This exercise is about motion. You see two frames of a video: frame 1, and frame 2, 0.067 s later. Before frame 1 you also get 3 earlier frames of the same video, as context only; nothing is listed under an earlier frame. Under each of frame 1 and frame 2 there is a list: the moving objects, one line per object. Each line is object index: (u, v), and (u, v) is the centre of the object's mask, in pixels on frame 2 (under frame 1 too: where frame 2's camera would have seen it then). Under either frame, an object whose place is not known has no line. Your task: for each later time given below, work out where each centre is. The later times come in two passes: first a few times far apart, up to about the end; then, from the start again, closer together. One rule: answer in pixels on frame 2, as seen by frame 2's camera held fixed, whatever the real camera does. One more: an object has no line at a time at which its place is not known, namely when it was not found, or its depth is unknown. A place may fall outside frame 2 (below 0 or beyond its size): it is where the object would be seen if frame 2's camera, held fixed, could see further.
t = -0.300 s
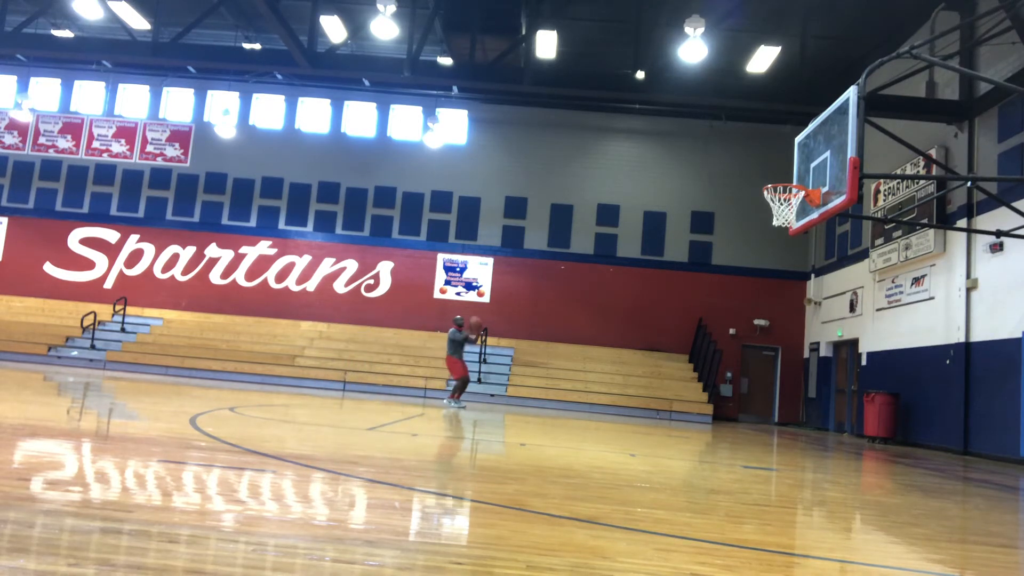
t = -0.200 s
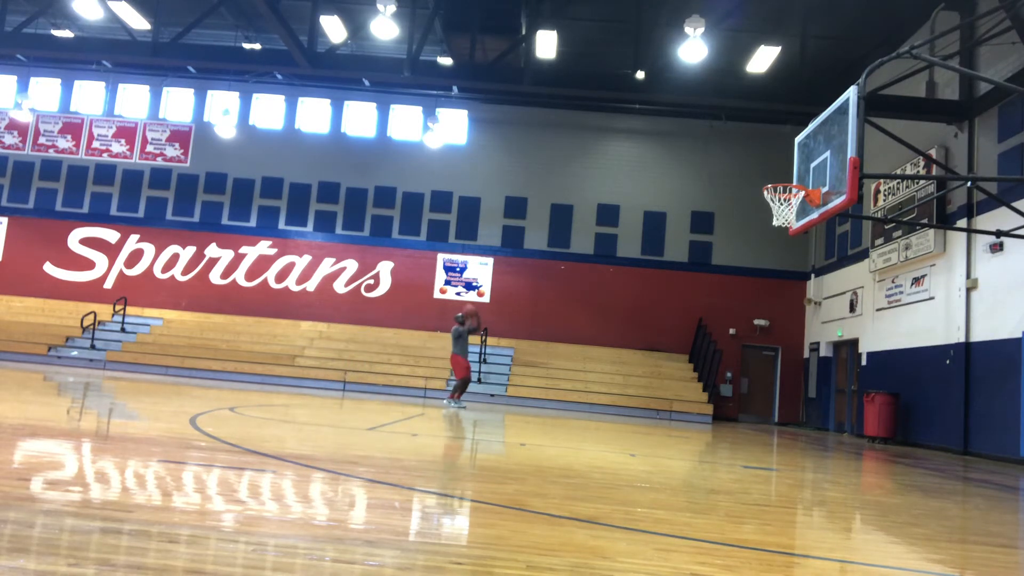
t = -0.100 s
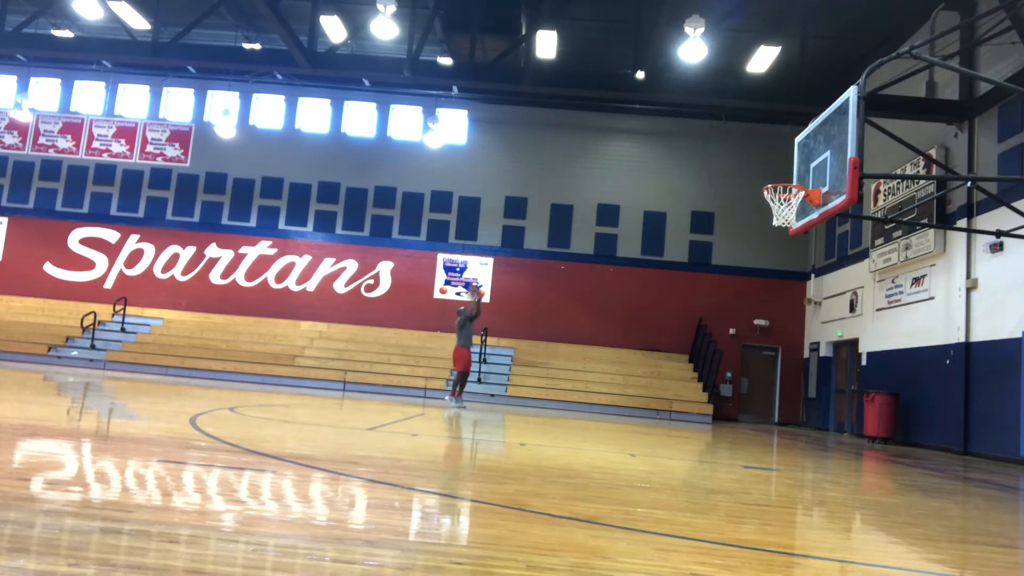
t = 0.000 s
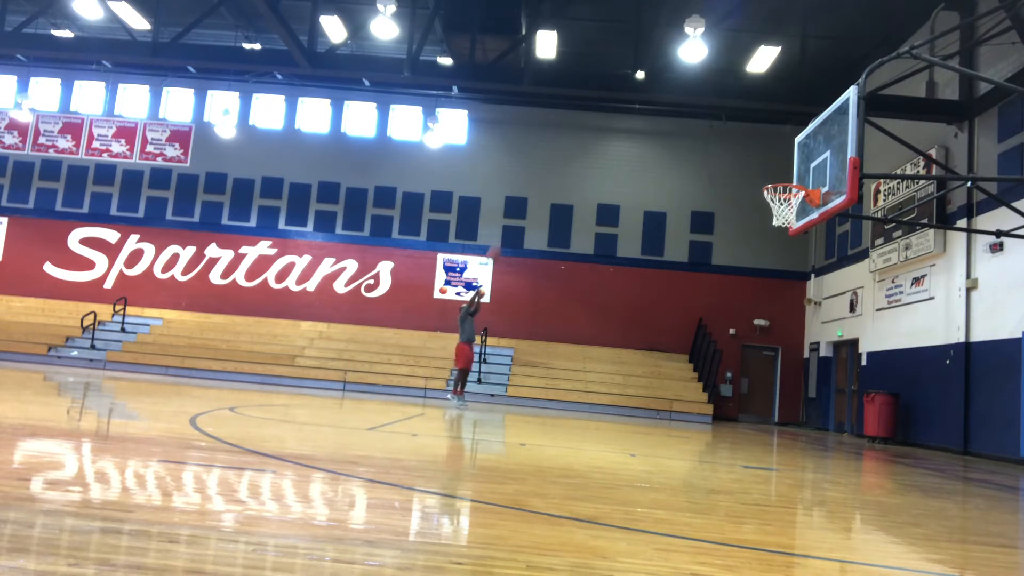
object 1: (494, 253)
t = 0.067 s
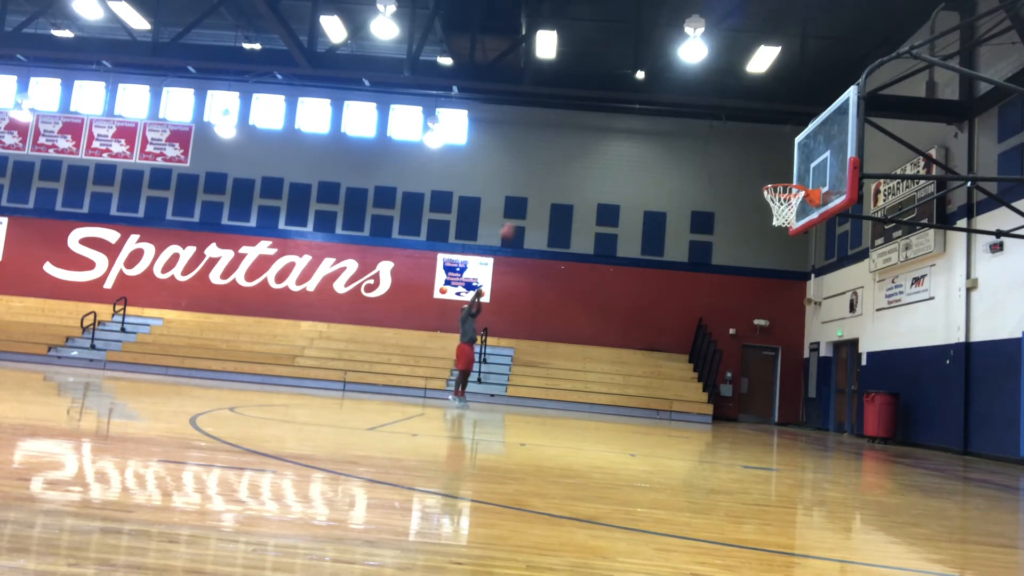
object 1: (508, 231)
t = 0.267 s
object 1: (550, 176)
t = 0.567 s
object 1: (621, 126)
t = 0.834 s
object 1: (687, 125)
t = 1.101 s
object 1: (765, 177)
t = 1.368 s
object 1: (823, 150)
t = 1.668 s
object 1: (801, 163)
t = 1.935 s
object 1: (773, 247)
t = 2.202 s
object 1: (740, 420)
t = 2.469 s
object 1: (738, 329)
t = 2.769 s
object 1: (739, 242)
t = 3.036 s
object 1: (735, 245)
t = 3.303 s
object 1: (724, 346)
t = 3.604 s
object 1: (715, 388)
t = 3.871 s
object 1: (710, 305)
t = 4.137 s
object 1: (698, 324)
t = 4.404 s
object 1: (678, 481)
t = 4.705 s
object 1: (668, 356)
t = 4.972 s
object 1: (649, 383)
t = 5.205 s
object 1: (625, 472)
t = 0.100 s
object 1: (515, 220)
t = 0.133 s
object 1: (521, 211)
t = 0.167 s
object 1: (528, 202)
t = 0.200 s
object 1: (536, 193)
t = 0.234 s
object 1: (543, 184)
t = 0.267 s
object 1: (550, 176)
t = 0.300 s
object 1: (557, 168)
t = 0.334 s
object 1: (565, 161)
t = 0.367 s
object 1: (573, 154)
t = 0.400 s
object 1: (581, 148)
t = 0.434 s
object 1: (589, 142)
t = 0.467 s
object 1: (597, 137)
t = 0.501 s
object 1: (605, 132)
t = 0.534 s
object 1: (613, 128)
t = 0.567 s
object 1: (621, 126)
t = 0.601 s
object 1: (628, 124)
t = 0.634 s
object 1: (637, 121)
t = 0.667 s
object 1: (645, 120)
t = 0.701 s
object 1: (653, 120)
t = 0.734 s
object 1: (661, 120)
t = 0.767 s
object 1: (670, 122)
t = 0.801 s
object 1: (678, 123)
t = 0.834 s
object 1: (687, 125)
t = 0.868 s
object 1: (696, 129)
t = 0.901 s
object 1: (705, 133)
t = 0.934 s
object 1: (714, 138)
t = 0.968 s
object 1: (724, 144)
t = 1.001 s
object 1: (735, 151)
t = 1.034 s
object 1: (744, 159)
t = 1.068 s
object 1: (755, 169)
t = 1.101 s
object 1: (765, 177)
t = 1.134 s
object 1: (775, 178)
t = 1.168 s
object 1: (782, 173)
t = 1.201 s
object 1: (787, 168)
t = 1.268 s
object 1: (802, 158)
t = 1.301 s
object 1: (809, 155)
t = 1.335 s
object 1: (817, 152)
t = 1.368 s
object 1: (823, 150)
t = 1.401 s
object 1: (822, 147)
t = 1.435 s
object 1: (819, 146)
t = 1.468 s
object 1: (816, 146)
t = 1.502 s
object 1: (814, 146)
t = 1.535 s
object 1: (812, 147)
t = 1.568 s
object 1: (809, 150)
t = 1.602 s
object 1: (807, 153)
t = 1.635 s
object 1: (804, 157)
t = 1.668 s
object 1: (801, 163)
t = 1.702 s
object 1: (797, 169)
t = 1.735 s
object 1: (794, 176)
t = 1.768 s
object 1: (791, 184)
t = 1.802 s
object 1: (788, 194)
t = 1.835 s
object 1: (784, 206)
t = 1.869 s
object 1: (779, 223)
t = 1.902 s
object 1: (776, 235)
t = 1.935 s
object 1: (773, 247)
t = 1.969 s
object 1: (769, 264)
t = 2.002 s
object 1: (765, 284)
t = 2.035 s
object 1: (760, 301)
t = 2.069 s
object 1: (757, 323)
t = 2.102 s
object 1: (753, 345)
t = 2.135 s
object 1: (748, 370)
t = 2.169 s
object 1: (744, 395)
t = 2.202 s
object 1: (740, 420)
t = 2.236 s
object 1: (737, 449)
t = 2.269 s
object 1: (737, 432)
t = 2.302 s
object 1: (736, 412)
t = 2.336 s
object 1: (736, 396)
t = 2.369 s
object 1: (737, 377)
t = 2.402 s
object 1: (737, 360)
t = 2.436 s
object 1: (738, 345)
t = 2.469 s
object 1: (738, 329)
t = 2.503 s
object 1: (739, 315)
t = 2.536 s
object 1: (739, 303)
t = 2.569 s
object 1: (739, 291)
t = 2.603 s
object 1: (739, 280)
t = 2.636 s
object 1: (739, 270)
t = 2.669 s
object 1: (740, 261)
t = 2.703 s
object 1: (739, 253)
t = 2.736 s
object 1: (739, 247)
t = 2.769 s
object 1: (739, 242)
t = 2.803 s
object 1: (739, 238)
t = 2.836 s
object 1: (739, 235)
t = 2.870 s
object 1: (738, 234)
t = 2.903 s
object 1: (738, 233)
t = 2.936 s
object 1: (738, 234)
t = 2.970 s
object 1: (736, 236)
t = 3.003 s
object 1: (736, 240)
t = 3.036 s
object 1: (735, 245)
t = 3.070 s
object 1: (734, 252)
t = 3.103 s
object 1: (733, 261)
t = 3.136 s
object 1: (731, 271)
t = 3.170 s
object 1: (730, 283)
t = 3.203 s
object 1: (728, 295)
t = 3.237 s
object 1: (727, 310)
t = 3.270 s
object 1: (725, 327)
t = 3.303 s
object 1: (724, 346)
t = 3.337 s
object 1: (722, 366)
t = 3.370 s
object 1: (722, 390)
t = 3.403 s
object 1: (720, 414)
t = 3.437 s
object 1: (716, 443)
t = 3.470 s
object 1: (715, 463)
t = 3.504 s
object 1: (715, 445)
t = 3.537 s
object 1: (715, 423)
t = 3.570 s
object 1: (715, 404)
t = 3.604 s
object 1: (715, 388)
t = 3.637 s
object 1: (714, 372)
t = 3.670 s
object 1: (713, 359)
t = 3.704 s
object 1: (714, 347)
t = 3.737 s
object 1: (712, 335)
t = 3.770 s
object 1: (712, 325)
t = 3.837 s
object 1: (711, 310)
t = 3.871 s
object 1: (710, 305)
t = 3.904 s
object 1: (709, 301)
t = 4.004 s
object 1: (705, 300)
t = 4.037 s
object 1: (704, 303)
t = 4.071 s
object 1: (702, 308)
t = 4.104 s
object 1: (700, 315)
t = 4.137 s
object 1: (698, 324)
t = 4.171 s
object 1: (696, 334)
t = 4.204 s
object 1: (694, 347)
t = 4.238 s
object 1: (692, 361)
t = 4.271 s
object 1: (689, 380)
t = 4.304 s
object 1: (687, 401)
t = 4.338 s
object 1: (683, 429)
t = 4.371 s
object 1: (681, 457)
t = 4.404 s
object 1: (678, 481)
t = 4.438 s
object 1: (677, 466)
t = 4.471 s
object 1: (677, 444)
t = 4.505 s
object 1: (675, 426)
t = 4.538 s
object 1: (674, 411)
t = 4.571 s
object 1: (674, 394)
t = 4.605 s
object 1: (672, 382)
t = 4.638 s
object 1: (671, 371)
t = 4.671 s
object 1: (670, 363)
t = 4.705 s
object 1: (668, 356)
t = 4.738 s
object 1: (666, 352)
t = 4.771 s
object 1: (664, 350)
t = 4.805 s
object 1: (663, 350)
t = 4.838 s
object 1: (660, 351)
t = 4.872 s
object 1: (658, 355)
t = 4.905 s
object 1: (655, 361)
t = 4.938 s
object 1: (652, 370)
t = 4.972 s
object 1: (649, 383)
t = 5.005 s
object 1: (646, 397)
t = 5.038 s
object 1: (642, 415)
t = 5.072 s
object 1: (637, 436)
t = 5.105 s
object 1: (633, 465)
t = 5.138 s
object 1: (628, 494)
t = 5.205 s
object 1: (625, 472)
